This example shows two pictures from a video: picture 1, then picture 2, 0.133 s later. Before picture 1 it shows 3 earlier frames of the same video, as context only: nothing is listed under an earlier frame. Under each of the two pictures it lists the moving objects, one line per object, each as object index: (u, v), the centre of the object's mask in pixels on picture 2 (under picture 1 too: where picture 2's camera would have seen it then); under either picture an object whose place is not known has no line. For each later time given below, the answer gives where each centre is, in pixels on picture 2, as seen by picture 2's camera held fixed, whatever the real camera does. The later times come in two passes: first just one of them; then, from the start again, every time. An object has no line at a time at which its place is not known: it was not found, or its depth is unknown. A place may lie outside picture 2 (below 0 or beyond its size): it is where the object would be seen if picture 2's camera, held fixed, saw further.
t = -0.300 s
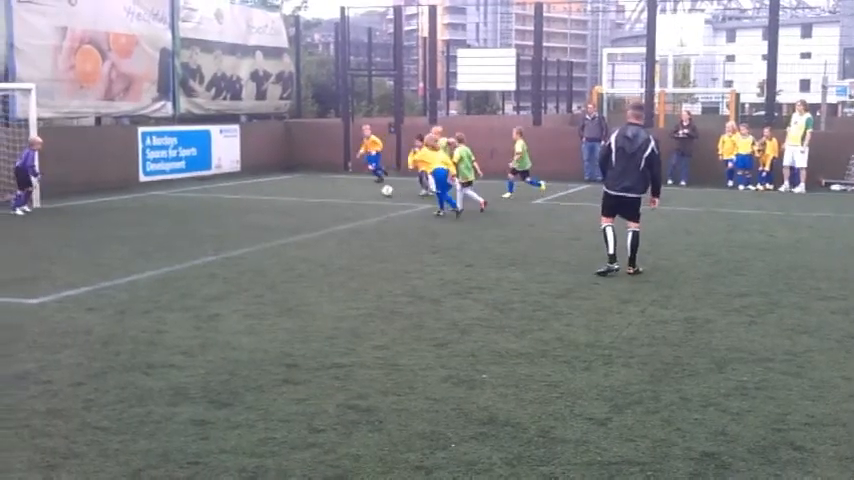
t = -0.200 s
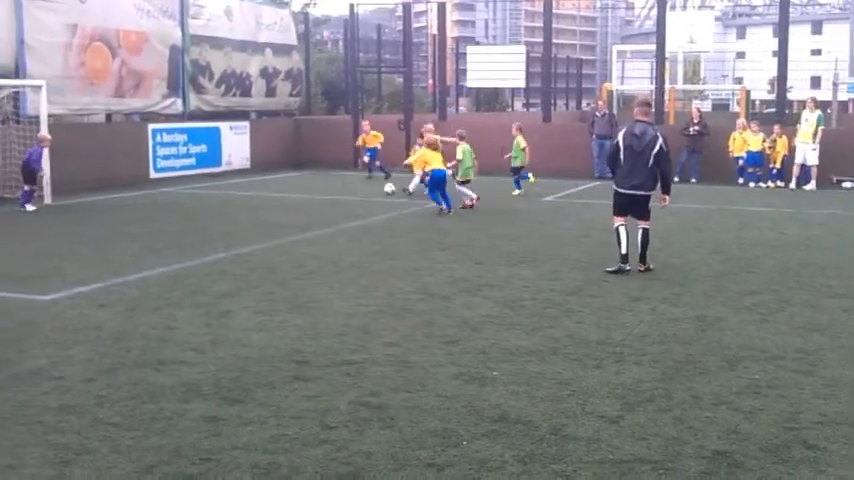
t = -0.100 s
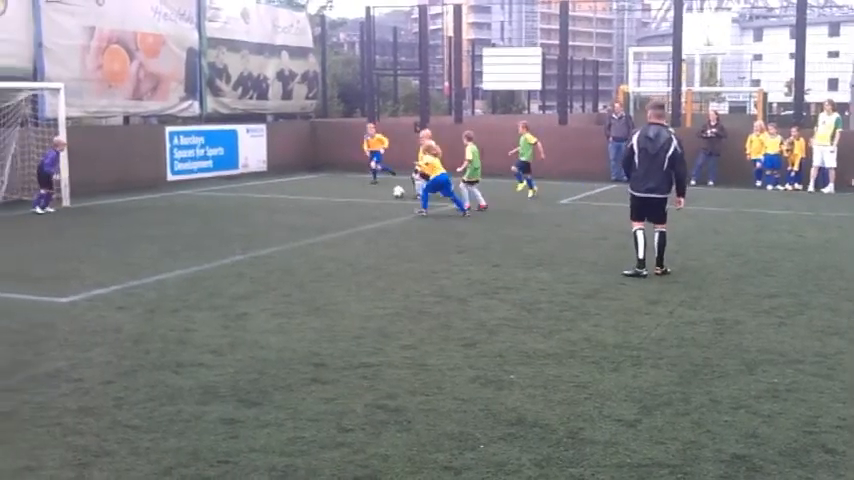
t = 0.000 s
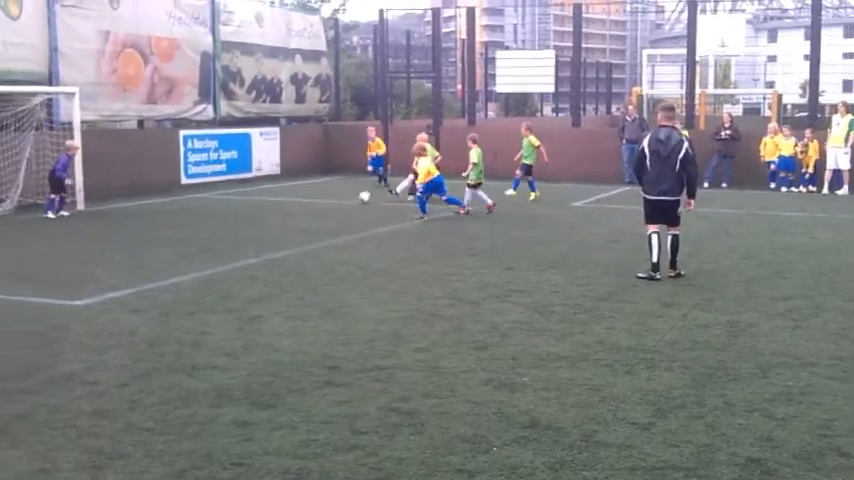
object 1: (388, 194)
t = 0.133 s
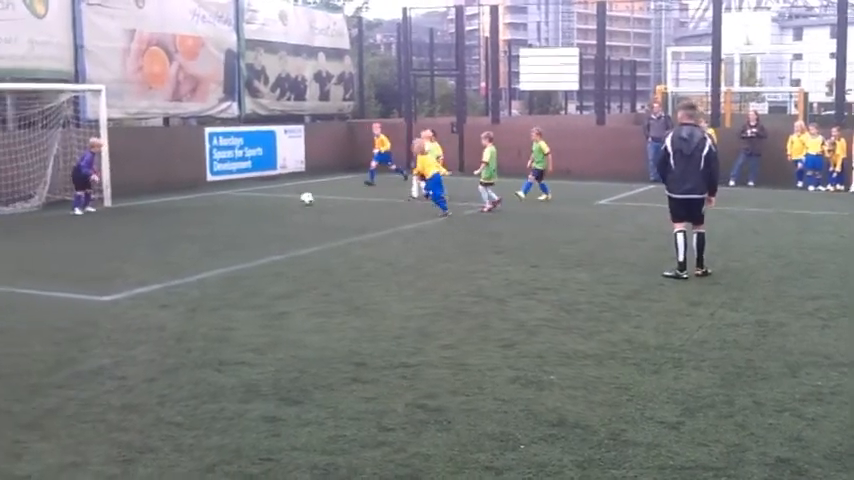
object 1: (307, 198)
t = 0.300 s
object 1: (202, 203)
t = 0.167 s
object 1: (287, 200)
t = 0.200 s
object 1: (266, 200)
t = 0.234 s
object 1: (244, 201)
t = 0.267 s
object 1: (222, 203)
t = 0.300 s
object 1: (202, 203)
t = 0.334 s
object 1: (181, 205)
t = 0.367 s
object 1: (160, 206)
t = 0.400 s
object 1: (140, 207)
